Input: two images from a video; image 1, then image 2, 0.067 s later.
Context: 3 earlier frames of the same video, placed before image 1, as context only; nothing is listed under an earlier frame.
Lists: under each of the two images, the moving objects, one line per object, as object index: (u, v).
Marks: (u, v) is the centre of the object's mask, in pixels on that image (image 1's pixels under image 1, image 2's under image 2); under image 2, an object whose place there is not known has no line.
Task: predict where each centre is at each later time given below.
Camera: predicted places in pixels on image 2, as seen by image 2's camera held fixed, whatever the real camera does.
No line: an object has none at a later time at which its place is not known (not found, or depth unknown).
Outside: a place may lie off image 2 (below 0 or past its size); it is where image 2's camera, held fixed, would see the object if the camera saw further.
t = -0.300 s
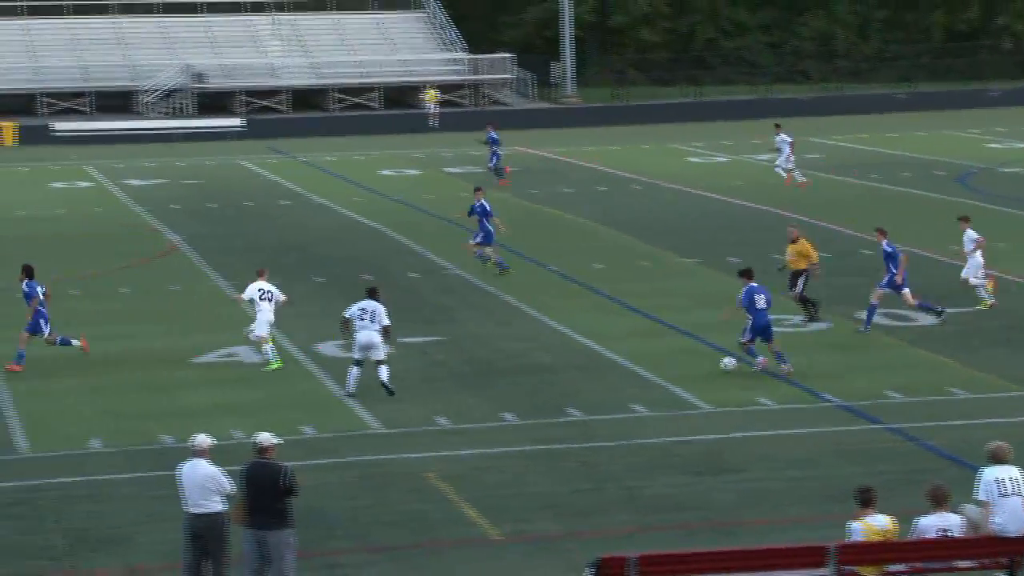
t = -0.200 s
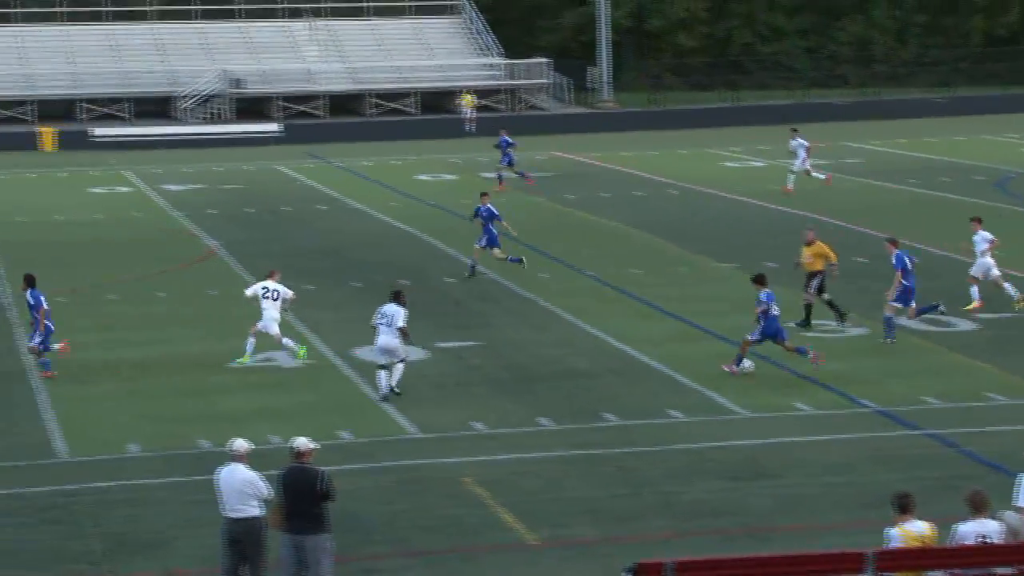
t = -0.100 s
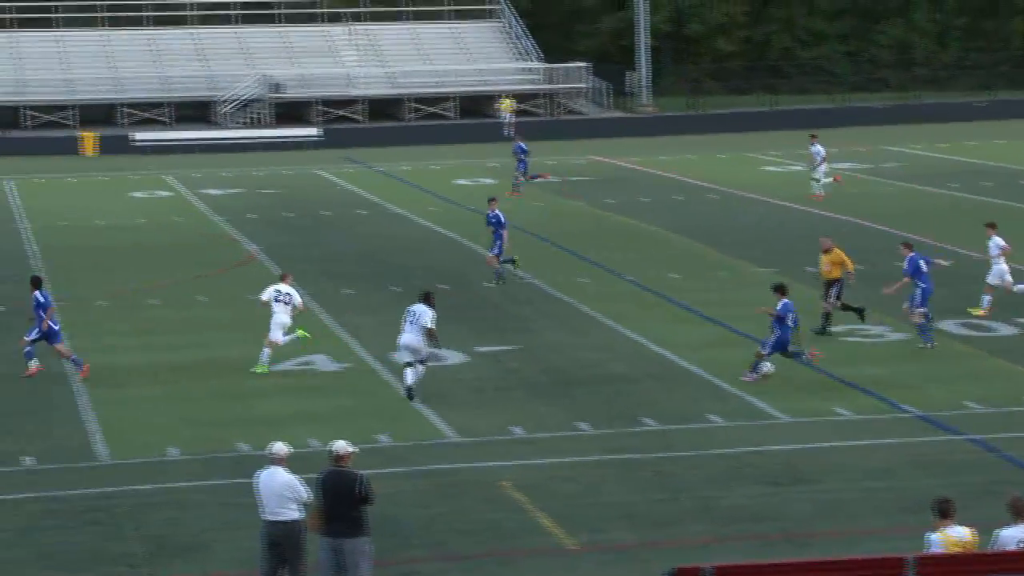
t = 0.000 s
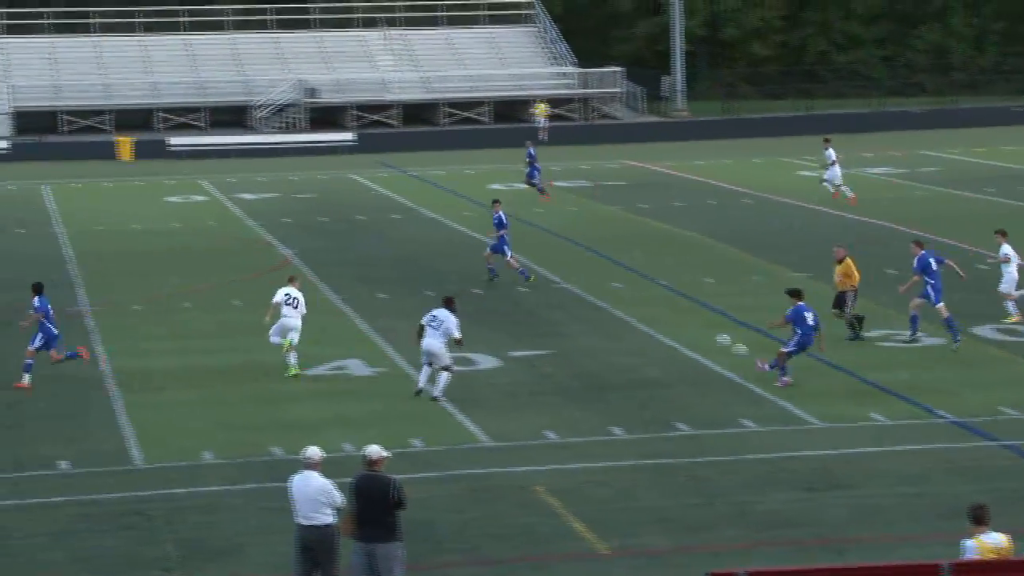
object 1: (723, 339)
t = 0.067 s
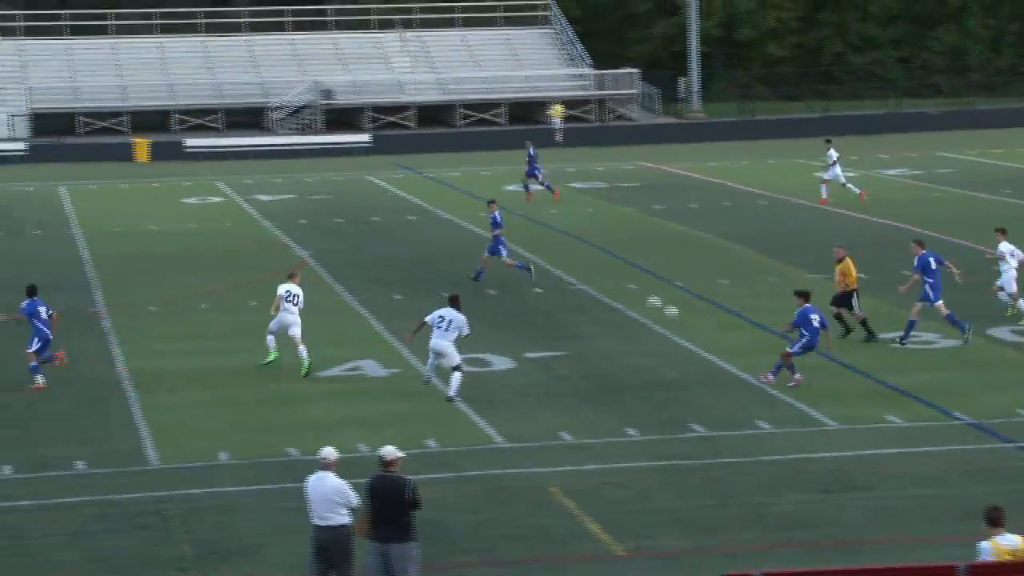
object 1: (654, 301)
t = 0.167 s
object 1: (539, 249)
